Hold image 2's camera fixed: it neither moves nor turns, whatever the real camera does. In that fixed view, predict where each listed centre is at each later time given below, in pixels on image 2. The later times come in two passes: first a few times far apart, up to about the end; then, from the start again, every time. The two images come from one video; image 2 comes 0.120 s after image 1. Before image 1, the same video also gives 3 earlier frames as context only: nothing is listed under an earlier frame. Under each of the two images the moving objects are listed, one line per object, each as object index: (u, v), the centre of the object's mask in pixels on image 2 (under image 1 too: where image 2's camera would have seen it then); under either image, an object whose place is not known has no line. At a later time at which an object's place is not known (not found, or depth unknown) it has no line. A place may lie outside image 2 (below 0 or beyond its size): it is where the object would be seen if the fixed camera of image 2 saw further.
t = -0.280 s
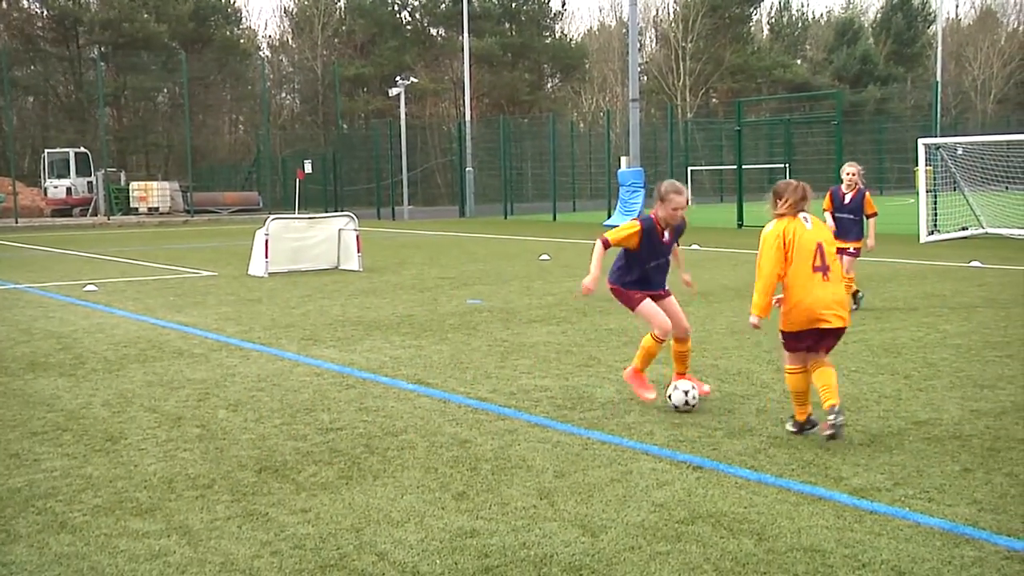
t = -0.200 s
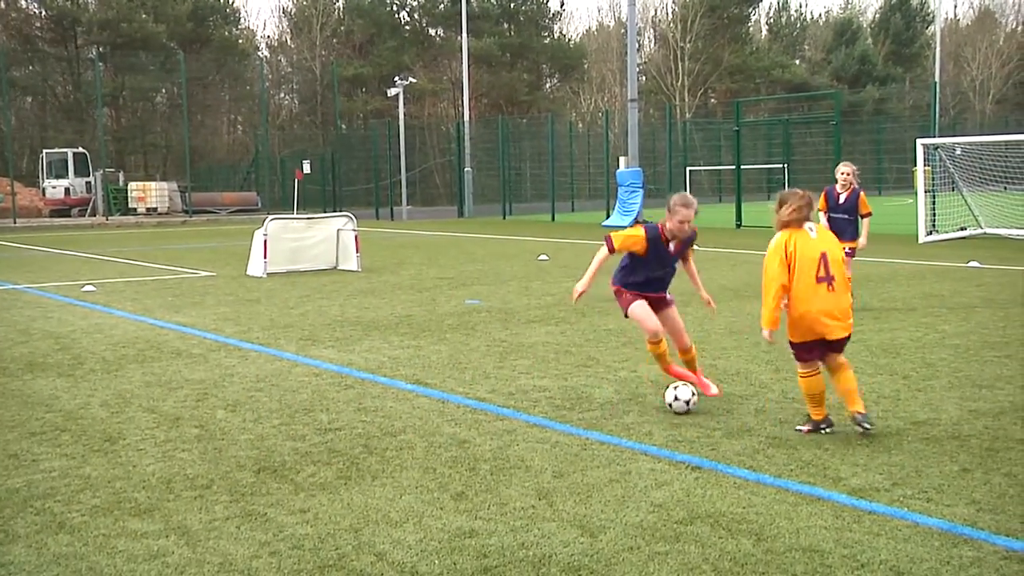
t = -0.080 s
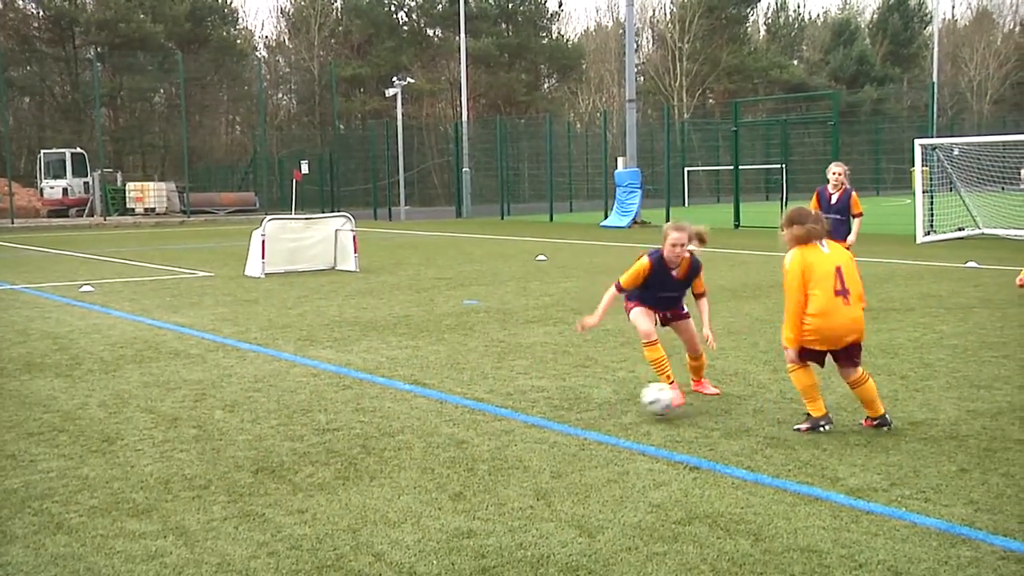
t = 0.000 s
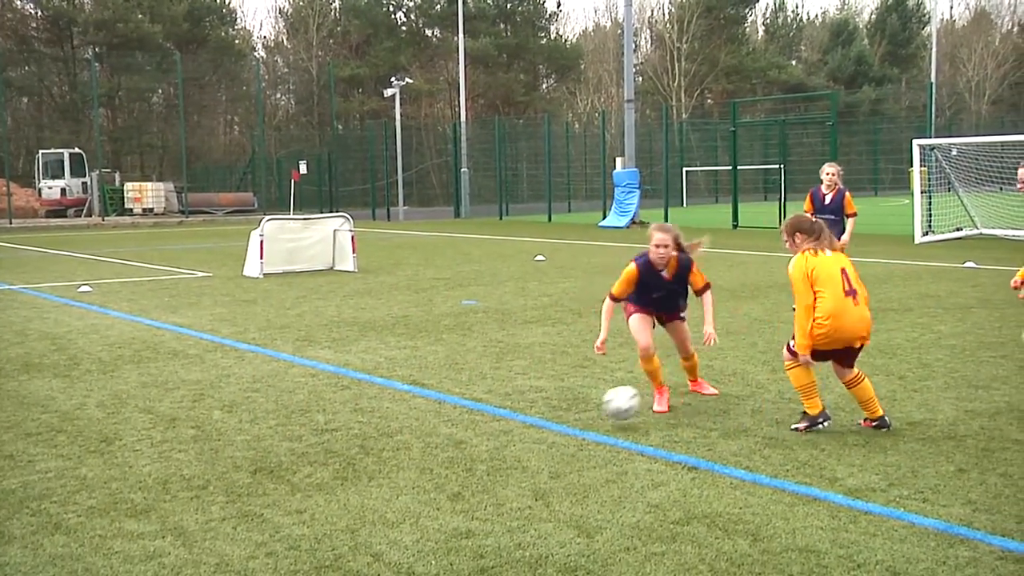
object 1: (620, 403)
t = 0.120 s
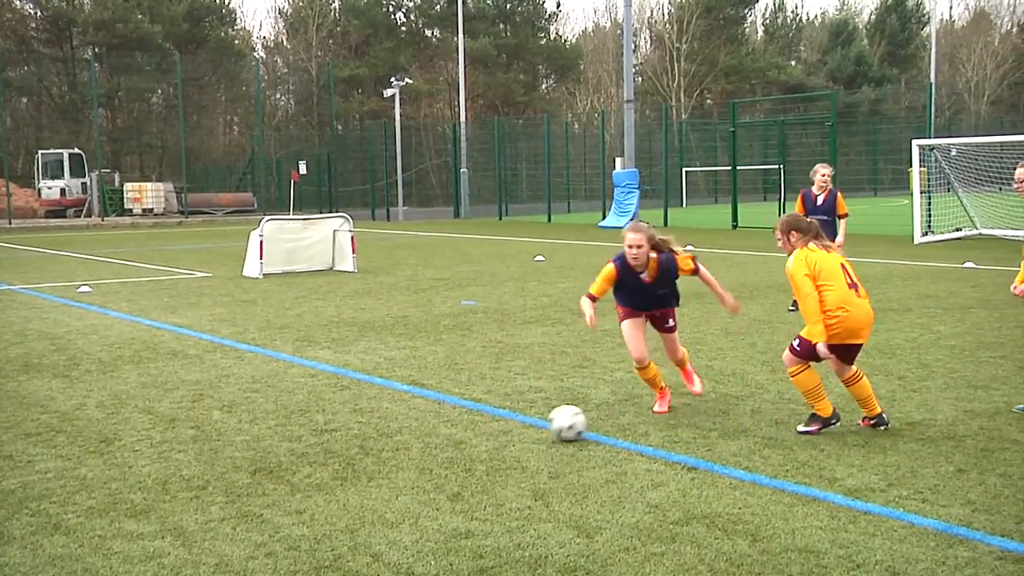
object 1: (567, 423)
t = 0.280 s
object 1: (511, 438)
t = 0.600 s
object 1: (412, 465)
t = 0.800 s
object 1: (343, 485)
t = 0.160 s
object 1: (553, 423)
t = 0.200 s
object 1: (539, 425)
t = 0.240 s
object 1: (526, 432)
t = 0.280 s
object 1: (511, 438)
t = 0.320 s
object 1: (499, 439)
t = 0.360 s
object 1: (487, 442)
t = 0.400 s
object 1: (475, 446)
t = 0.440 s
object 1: (463, 453)
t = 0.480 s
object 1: (449, 454)
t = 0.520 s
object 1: (437, 458)
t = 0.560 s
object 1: (425, 463)
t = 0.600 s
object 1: (412, 465)
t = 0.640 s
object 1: (398, 469)
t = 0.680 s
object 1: (385, 474)
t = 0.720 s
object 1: (371, 478)
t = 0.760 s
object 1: (357, 481)
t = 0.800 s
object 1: (343, 485)
